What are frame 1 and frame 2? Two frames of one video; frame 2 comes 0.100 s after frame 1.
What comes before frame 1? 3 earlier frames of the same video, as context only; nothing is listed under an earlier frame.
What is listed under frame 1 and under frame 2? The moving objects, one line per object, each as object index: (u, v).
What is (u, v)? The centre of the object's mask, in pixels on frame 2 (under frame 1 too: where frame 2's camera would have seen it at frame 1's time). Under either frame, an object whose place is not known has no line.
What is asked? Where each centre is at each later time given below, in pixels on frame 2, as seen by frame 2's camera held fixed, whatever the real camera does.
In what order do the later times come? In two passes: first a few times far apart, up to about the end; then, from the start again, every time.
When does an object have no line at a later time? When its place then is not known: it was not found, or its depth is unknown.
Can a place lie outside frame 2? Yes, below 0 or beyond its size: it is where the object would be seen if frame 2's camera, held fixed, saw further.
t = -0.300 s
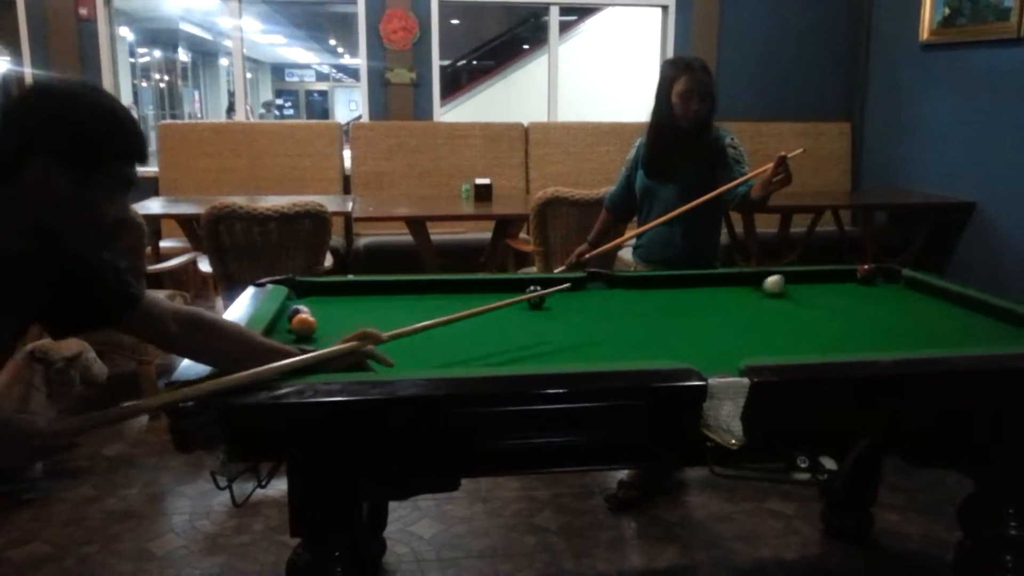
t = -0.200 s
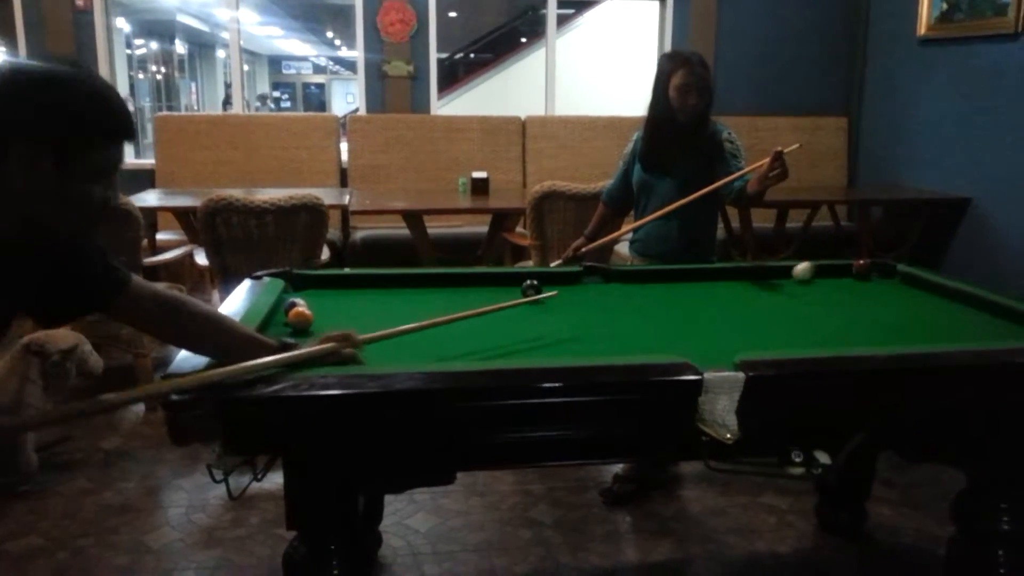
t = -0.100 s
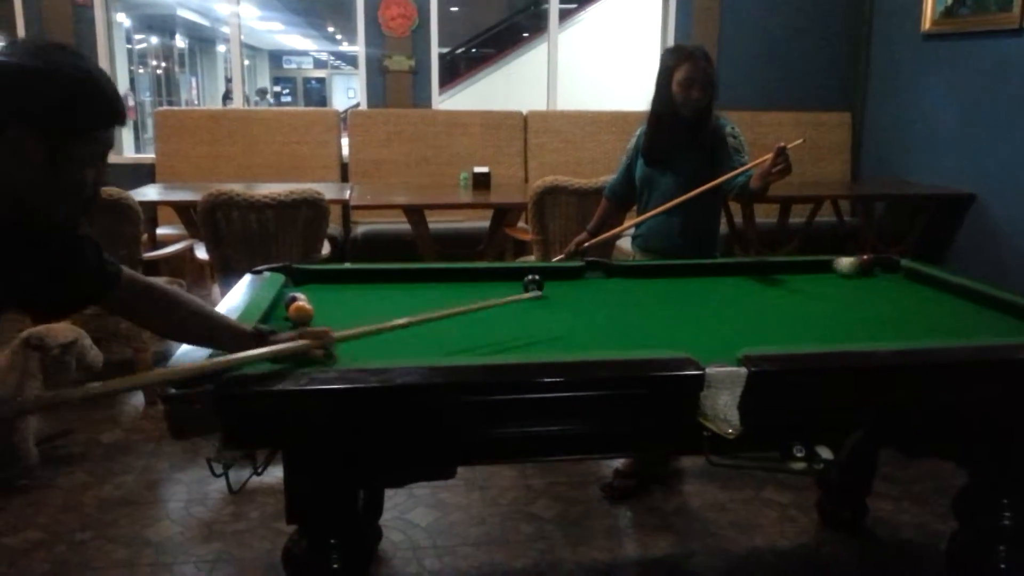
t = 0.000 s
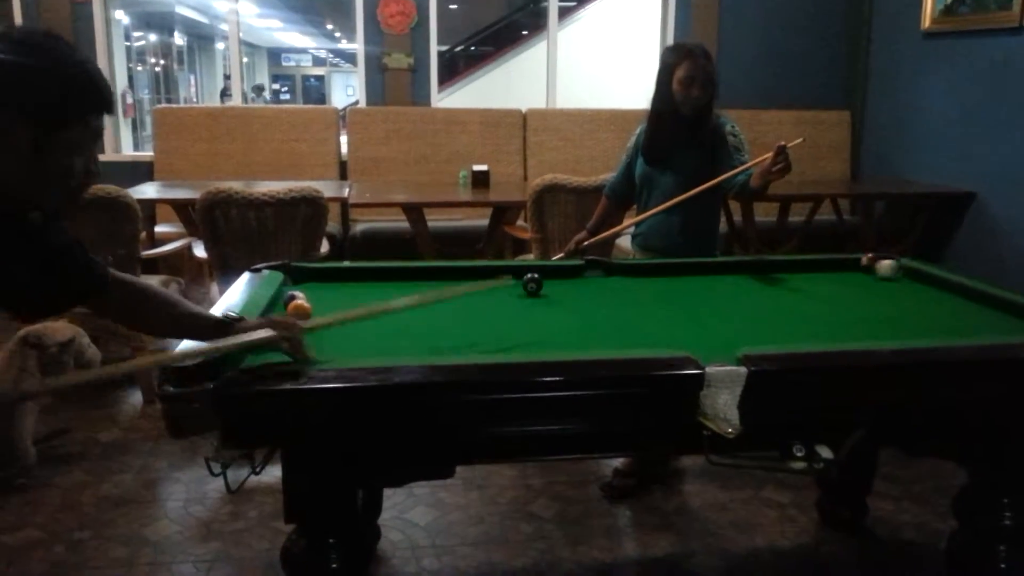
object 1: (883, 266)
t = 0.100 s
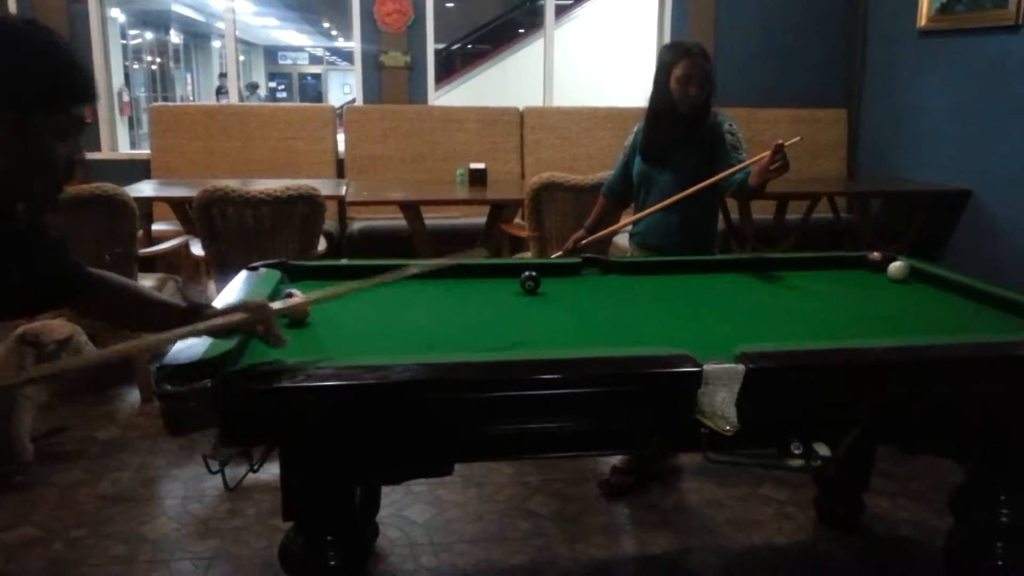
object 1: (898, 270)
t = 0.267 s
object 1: (889, 278)
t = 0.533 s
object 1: (877, 293)
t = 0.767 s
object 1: (864, 306)
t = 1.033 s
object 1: (848, 322)
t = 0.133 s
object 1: (895, 273)
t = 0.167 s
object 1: (894, 274)
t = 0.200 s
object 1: (892, 275)
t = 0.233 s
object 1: (891, 277)
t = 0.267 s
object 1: (889, 278)
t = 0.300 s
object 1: (888, 280)
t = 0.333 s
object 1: (886, 282)
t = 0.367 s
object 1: (884, 284)
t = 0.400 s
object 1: (883, 285)
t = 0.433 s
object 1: (881, 287)
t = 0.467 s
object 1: (880, 290)
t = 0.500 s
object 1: (878, 291)
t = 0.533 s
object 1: (877, 293)
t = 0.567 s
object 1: (875, 295)
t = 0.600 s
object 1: (873, 296)
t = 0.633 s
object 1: (871, 298)
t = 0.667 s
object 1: (869, 300)
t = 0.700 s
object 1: (868, 302)
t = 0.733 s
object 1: (866, 304)
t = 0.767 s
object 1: (864, 306)
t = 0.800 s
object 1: (862, 308)
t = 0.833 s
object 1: (860, 310)
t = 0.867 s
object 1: (858, 312)
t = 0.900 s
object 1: (856, 314)
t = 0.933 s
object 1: (854, 316)
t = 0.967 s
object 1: (852, 318)
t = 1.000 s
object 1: (850, 320)
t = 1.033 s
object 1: (848, 322)
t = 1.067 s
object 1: (845, 324)
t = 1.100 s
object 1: (843, 325)
